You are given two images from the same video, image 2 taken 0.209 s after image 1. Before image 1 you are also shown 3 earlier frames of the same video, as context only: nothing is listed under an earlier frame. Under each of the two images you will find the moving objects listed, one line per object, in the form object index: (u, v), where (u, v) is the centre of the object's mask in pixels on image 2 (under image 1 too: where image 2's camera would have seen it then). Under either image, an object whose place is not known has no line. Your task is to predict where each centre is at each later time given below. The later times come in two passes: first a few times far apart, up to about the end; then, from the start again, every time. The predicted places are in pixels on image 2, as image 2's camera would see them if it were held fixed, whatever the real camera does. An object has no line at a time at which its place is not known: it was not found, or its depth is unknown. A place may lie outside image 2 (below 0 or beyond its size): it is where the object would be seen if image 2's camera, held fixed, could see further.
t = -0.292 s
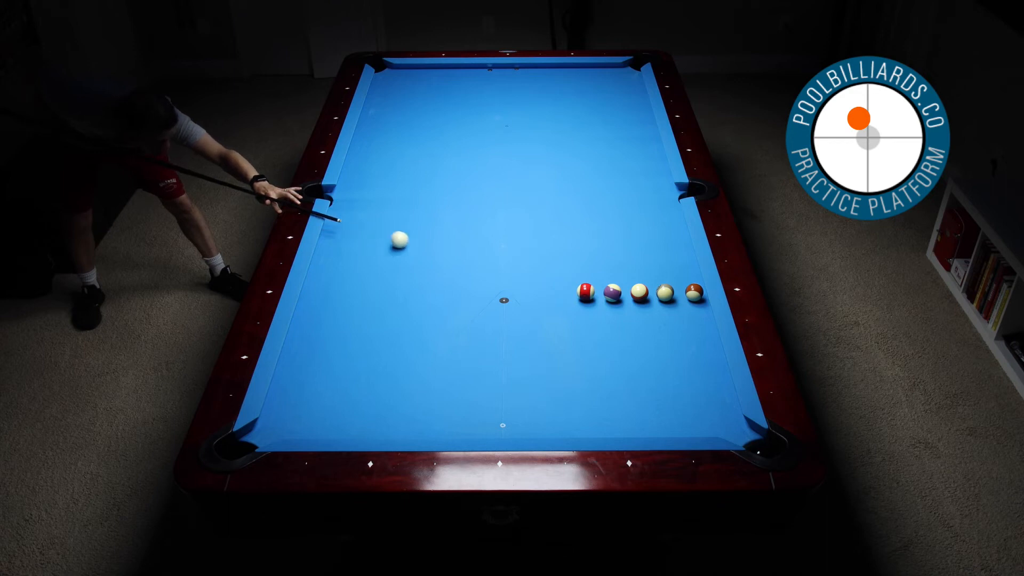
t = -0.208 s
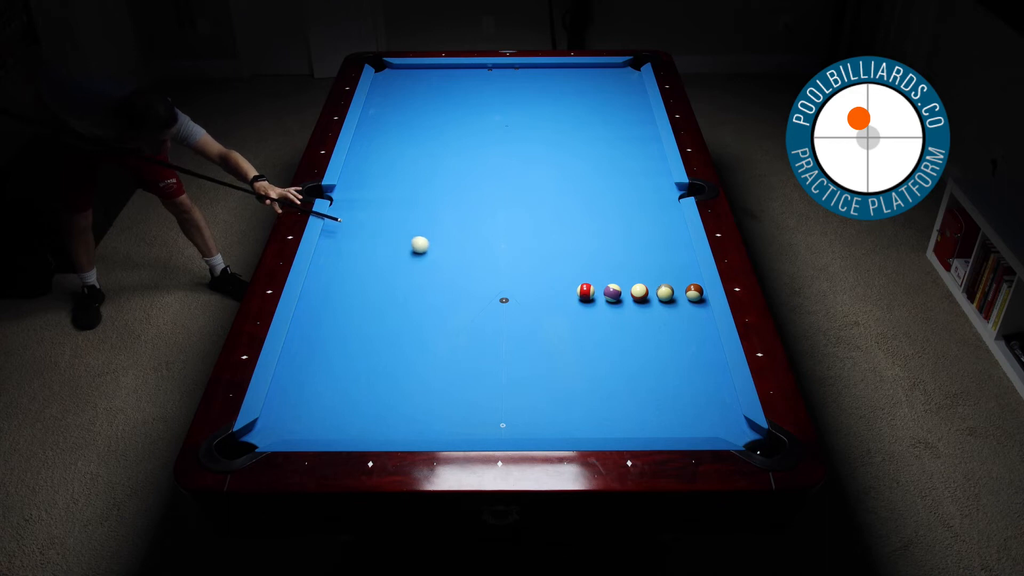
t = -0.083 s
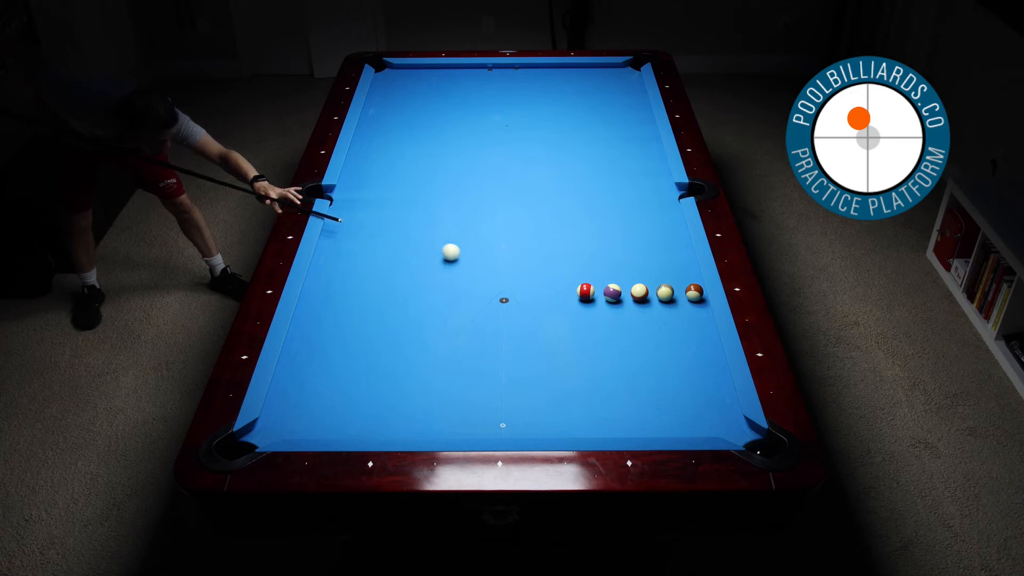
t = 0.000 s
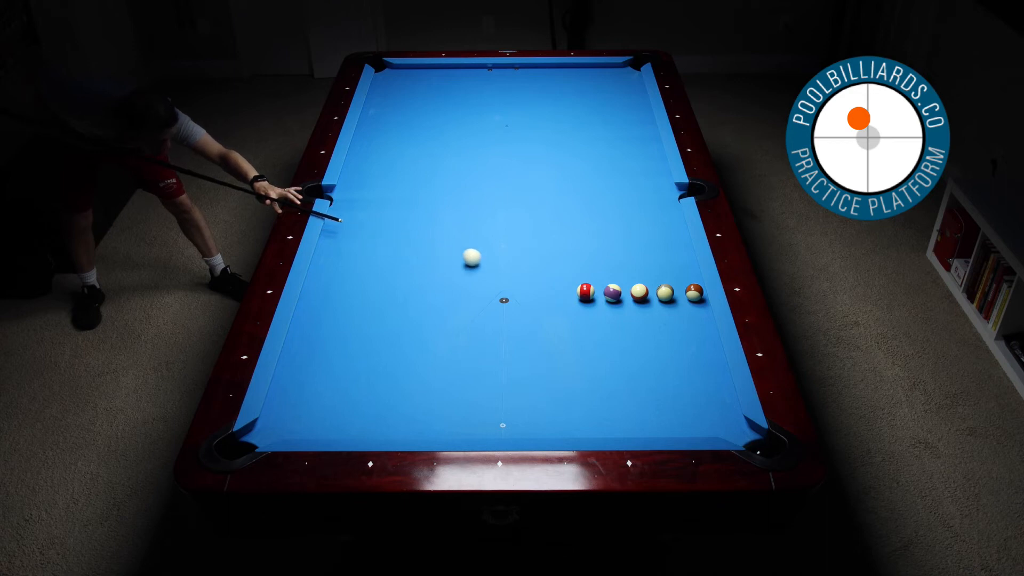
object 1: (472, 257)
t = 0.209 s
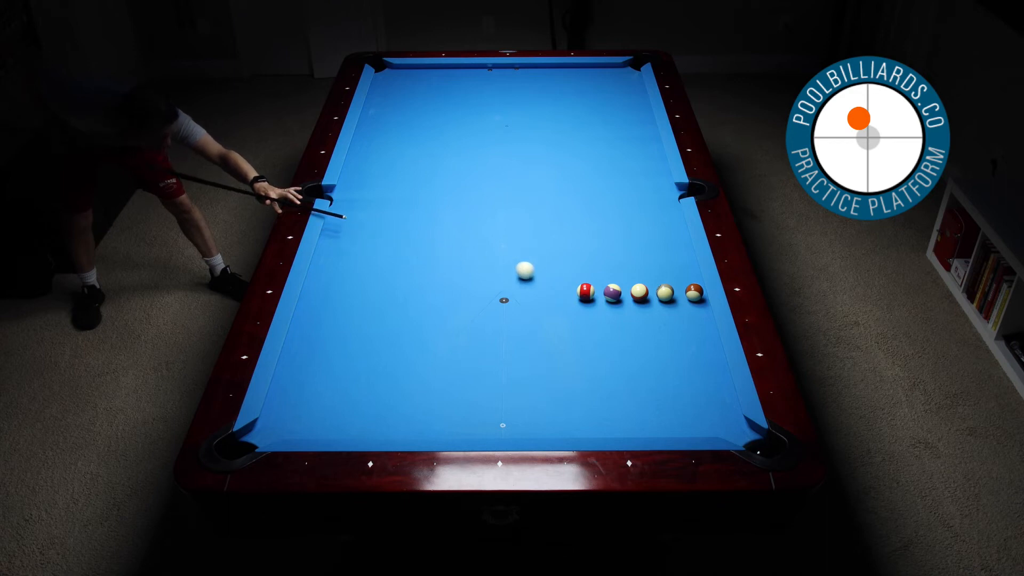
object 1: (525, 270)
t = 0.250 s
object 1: (536, 273)
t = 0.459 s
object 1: (584, 280)
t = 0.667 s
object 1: (618, 277)
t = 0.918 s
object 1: (657, 274)
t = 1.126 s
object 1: (687, 271)
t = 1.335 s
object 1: (675, 269)
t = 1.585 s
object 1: (653, 267)
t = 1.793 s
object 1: (637, 266)
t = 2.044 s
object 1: (618, 264)
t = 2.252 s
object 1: (604, 263)
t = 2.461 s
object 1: (591, 262)
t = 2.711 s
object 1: (577, 261)
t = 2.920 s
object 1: (566, 260)
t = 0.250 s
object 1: (536, 273)
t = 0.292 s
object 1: (547, 275)
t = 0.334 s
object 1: (557, 278)
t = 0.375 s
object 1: (568, 281)
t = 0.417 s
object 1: (577, 281)
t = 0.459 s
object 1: (584, 280)
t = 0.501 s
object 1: (591, 280)
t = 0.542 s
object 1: (597, 279)
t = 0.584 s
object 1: (604, 278)
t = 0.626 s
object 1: (611, 277)
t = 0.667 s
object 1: (618, 277)
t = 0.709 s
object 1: (624, 276)
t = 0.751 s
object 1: (631, 276)
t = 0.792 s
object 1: (637, 275)
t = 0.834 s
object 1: (644, 275)
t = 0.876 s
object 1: (650, 274)
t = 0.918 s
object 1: (657, 274)
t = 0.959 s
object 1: (663, 273)
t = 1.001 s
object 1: (669, 272)
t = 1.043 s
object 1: (675, 272)
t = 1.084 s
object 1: (682, 271)
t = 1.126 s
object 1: (687, 271)
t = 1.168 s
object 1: (690, 270)
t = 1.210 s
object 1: (686, 270)
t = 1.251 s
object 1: (682, 270)
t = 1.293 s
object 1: (679, 269)
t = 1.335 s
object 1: (675, 269)
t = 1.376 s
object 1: (671, 269)
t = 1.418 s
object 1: (667, 268)
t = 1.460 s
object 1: (664, 268)
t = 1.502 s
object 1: (660, 268)
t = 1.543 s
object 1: (657, 268)
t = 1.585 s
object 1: (653, 267)
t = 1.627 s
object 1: (650, 267)
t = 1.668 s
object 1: (647, 267)
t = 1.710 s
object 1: (643, 266)
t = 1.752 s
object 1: (640, 266)
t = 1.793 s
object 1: (637, 266)
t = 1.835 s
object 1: (633, 266)
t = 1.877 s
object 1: (630, 265)
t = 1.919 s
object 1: (627, 265)
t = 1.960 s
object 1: (624, 265)
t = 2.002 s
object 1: (621, 264)
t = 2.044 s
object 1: (618, 264)
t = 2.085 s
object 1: (615, 264)
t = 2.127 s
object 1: (612, 264)
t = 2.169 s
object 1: (610, 264)
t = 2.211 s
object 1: (607, 263)
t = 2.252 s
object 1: (604, 263)
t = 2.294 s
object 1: (601, 263)
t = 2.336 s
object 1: (598, 263)
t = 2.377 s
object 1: (596, 262)
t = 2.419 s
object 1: (593, 262)
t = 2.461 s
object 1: (591, 262)
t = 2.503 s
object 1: (589, 262)
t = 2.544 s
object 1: (586, 261)
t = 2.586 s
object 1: (584, 261)
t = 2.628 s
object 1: (581, 261)
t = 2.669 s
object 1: (579, 261)
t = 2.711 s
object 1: (577, 261)
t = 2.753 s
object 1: (574, 260)
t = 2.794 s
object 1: (572, 261)
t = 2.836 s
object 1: (570, 260)
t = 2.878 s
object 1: (568, 260)
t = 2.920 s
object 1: (566, 260)
